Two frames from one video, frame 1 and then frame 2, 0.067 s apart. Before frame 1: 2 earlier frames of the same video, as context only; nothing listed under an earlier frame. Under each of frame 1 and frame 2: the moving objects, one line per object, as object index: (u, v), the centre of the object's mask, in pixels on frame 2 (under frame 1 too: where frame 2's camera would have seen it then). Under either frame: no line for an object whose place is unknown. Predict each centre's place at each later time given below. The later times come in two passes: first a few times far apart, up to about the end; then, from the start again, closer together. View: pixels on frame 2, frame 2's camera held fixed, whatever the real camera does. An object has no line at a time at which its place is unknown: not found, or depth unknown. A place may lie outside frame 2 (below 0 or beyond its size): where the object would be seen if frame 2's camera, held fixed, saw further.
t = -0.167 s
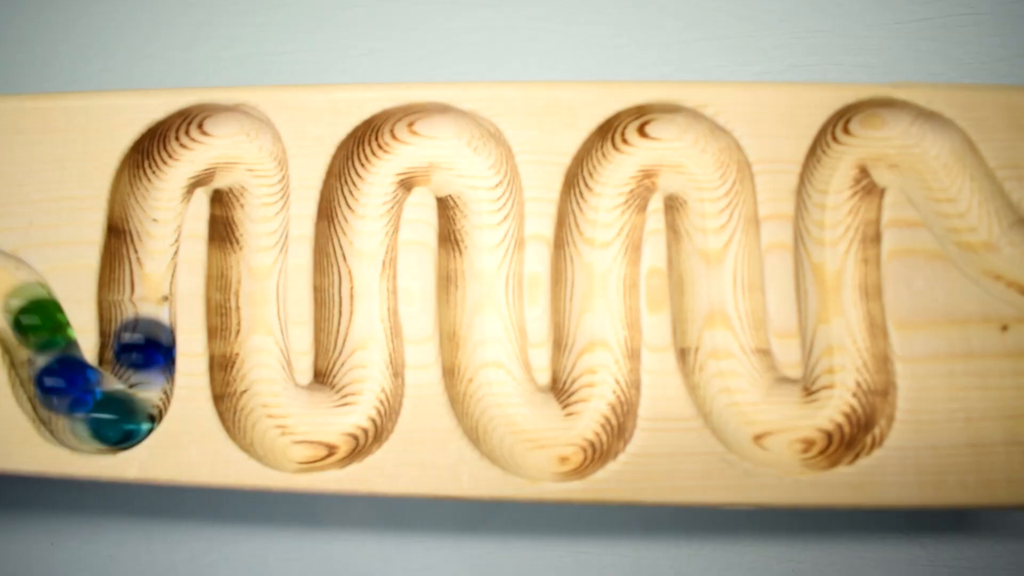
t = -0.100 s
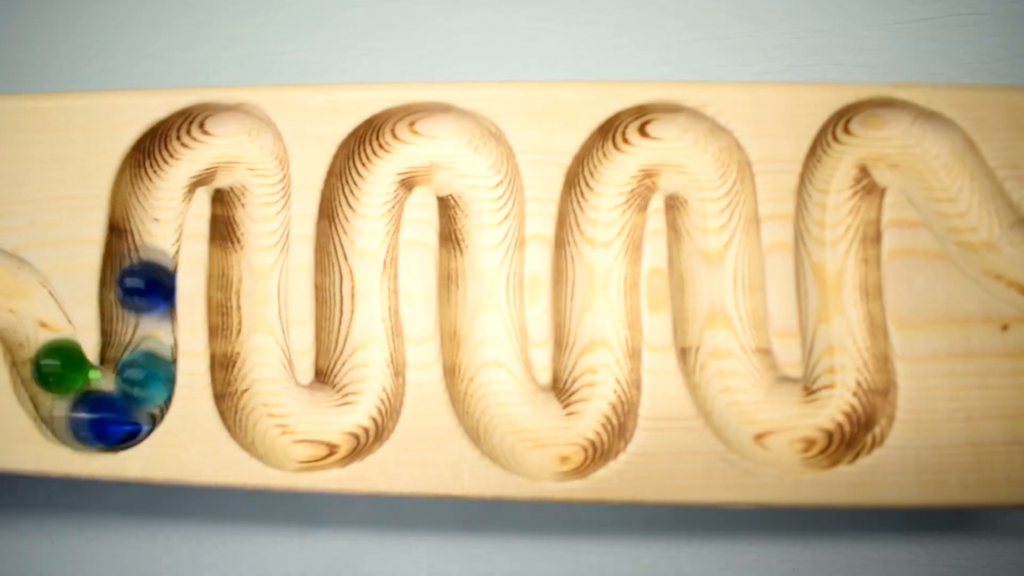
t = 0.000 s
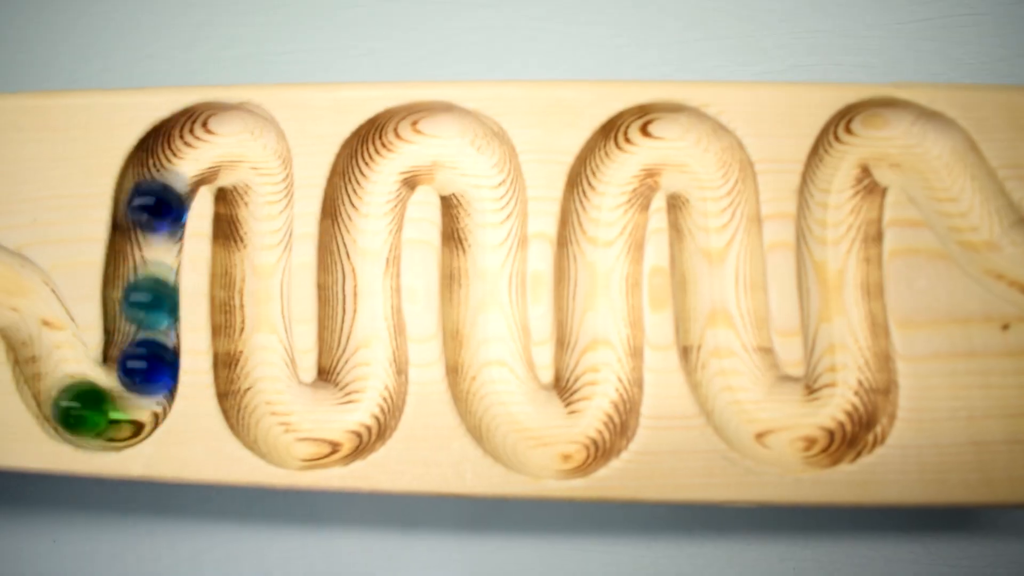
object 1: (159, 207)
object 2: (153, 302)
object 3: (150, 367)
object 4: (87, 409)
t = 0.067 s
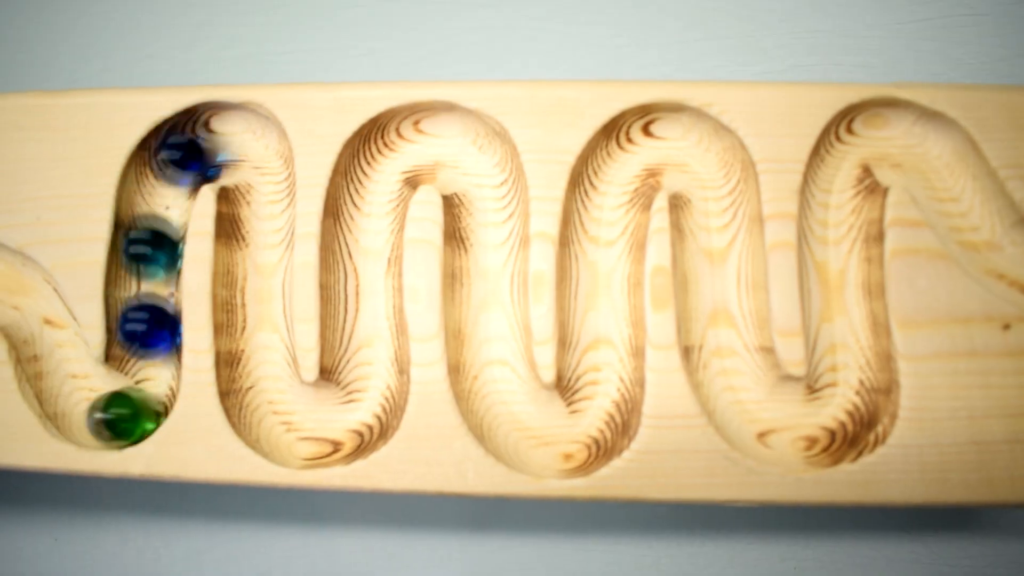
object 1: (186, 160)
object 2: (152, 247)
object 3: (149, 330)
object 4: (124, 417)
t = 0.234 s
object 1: (268, 199)
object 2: (216, 131)
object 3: (153, 238)
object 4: (154, 311)
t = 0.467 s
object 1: (272, 396)
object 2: (261, 292)
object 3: (225, 134)
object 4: (168, 189)
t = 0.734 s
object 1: (370, 300)
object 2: (367, 412)
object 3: (261, 350)
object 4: (268, 175)
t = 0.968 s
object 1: (417, 137)
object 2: (372, 218)
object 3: (373, 381)
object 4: (269, 380)
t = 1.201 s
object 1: (491, 294)
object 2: (494, 180)
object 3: (383, 175)
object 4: (374, 350)
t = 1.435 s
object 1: (596, 427)
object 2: (502, 410)
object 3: (495, 225)
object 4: (388, 159)
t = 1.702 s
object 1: (617, 187)
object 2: (605, 286)
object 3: (535, 442)
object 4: (492, 301)
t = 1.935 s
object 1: (726, 235)
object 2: (685, 137)
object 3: (602, 282)
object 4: (602, 417)
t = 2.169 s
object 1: (796, 431)
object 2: (737, 337)
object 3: (705, 153)
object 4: (614, 225)
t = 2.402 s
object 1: (841, 253)
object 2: (859, 377)
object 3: (736, 349)
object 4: (725, 183)
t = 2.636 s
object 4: (749, 405)
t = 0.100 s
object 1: (208, 135)
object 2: (156, 225)
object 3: (151, 309)
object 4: (142, 406)
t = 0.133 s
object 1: (237, 135)
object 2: (162, 204)
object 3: (152, 290)
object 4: (151, 380)
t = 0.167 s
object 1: (256, 147)
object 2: (171, 184)
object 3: (151, 274)
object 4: (152, 357)
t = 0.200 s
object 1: (267, 169)
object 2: (189, 156)
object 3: (150, 255)
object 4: (153, 335)
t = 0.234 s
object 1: (268, 199)
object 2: (216, 131)
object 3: (153, 238)
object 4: (154, 311)
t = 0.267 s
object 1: (266, 225)
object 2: (238, 135)
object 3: (158, 222)
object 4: (152, 288)
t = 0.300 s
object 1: (262, 251)
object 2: (261, 149)
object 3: (163, 208)
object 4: (153, 267)
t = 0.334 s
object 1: (260, 283)
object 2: (267, 170)
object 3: (167, 186)
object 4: (154, 246)
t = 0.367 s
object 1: (260, 310)
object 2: (267, 204)
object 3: (170, 172)
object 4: (157, 229)
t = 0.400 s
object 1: (260, 337)
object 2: (267, 232)
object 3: (179, 152)
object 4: (161, 210)
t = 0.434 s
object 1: (265, 370)
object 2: (263, 258)
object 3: (200, 142)
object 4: (165, 199)
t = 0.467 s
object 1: (272, 396)
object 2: (261, 292)
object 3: (225, 134)
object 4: (168, 189)
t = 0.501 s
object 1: (285, 428)
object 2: (260, 324)
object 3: (253, 144)
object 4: (171, 179)
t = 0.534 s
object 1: (310, 437)
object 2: (262, 346)
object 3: (266, 163)
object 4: (179, 166)
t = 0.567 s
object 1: (339, 431)
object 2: (266, 381)
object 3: (267, 196)
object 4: (185, 153)
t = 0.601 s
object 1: (363, 416)
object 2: (275, 419)
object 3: (266, 221)
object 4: (203, 140)
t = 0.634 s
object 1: (372, 390)
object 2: (293, 436)
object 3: (263, 255)
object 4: (225, 134)
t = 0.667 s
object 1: (373, 355)
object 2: (320, 435)
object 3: (262, 284)
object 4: (249, 140)
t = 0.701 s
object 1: (371, 329)
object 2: (351, 427)
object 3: (261, 315)
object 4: (265, 157)
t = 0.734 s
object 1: (370, 300)
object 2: (367, 412)
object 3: (261, 350)
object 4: (268, 175)
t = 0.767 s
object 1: (368, 272)
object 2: (374, 378)
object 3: (262, 386)
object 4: (268, 207)
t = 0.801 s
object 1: (369, 247)
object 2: (373, 352)
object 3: (268, 413)
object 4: (265, 238)
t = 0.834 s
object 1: (373, 220)
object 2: (370, 326)
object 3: (290, 430)
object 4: (264, 260)
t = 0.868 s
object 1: (376, 200)
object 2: (370, 296)
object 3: (323, 437)
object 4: (262, 292)
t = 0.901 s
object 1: (381, 171)
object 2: (371, 271)
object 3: (347, 429)
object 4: (264, 325)
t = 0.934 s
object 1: (391, 145)
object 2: (371, 245)
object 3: (370, 406)
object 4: (265, 346)
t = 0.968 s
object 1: (417, 137)
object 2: (372, 218)
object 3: (373, 381)
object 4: (269, 380)
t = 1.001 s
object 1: (442, 135)
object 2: (377, 195)
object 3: (371, 345)
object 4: (275, 413)
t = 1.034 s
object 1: (464, 143)
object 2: (383, 170)
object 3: (366, 317)
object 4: (290, 435)
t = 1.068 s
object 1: (489, 170)
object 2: (398, 142)
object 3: (365, 291)
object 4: (318, 436)
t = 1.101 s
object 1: (495, 199)
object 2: (423, 135)
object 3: (366, 257)
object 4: (349, 428)
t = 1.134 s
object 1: (497, 226)
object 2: (452, 139)
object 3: (371, 230)
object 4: (365, 414)
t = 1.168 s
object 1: (495, 264)
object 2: (478, 154)
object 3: (377, 205)
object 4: (374, 380)
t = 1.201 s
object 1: (491, 294)
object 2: (494, 180)
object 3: (383, 175)
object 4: (374, 350)
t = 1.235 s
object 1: (490, 324)
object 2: (497, 205)
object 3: (393, 147)
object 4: (371, 323)
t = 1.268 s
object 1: (491, 362)
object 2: (497, 243)
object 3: (415, 146)
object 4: (367, 290)
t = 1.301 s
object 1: (499, 392)
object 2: (495, 282)
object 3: (445, 142)
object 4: (367, 259)
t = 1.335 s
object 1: (509, 421)
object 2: (495, 305)
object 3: (473, 152)
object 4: (368, 238)
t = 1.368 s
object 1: (538, 442)
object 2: (497, 345)
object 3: (492, 174)
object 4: (372, 207)
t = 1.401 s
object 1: (572, 446)
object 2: (498, 378)
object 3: (497, 194)
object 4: (378, 184)
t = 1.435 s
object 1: (596, 427)
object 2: (502, 410)
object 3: (495, 225)
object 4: (388, 159)
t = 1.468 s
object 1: (611, 395)
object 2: (524, 438)
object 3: (495, 251)
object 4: (411, 136)
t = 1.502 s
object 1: (610, 357)
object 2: (556, 447)
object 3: (495, 279)
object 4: (440, 136)
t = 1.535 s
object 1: (606, 336)
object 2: (585, 440)
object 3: (493, 311)
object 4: (466, 144)
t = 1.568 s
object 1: (602, 301)
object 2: (608, 408)
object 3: (493, 345)
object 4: (487, 166)
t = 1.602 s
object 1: (602, 269)
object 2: (612, 372)
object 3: (494, 366)
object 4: (497, 193)
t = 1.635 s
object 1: (606, 240)
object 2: (610, 351)
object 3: (500, 400)
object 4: (497, 222)
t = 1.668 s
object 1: (610, 213)
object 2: (605, 317)
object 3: (512, 428)
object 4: (494, 264)
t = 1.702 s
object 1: (617, 187)
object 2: (605, 286)
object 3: (535, 442)
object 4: (492, 301)
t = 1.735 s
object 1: (628, 154)
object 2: (608, 264)
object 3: (571, 447)
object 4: (493, 325)
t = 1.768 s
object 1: (648, 137)
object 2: (614, 231)
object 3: (594, 434)
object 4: (497, 365)
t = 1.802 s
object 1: (677, 136)
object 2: (616, 206)
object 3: (610, 402)
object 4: (501, 399)
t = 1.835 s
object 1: (702, 150)
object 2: (618, 178)
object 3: (612, 372)
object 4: (512, 428)
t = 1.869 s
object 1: (722, 177)
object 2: (629, 147)
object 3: (606, 345)
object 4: (546, 445)
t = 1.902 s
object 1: (727, 208)
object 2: (655, 136)
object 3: (603, 310)
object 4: (582, 441)
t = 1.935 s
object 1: (726, 235)
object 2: (685, 137)
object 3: (602, 282)
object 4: (602, 417)
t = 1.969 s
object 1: (730, 273)
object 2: (711, 156)
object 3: (605, 248)
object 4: (611, 387)
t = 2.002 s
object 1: (730, 303)
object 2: (724, 185)
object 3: (611, 223)
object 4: (609, 353)
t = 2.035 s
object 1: (731, 332)
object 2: (727, 208)
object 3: (618, 196)
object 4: (604, 333)
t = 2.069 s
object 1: (736, 372)
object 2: (729, 243)
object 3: (626, 171)
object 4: (600, 303)
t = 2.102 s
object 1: (743, 403)
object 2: (729, 278)
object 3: (644, 140)
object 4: (601, 273)
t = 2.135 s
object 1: (765, 428)
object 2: (732, 300)
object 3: (674, 141)
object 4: (605, 249)
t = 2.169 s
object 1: (796, 431)
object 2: (737, 337)
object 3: (705, 153)
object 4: (614, 225)
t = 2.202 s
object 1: (830, 432)
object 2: (739, 375)
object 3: (720, 173)
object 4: (620, 194)
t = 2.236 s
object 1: (857, 405)
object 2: (743, 407)
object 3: (724, 200)
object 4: (623, 175)
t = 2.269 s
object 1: (860, 376)
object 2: (760, 427)
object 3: (726, 232)
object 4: (631, 146)
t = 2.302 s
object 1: (854, 339)
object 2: (793, 431)
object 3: (728, 259)
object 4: (656, 136)
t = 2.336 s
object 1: (848, 316)
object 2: (821, 428)
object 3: (731, 288)
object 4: (683, 139)
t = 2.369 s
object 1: (843, 285)
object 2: (854, 412)
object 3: (732, 323)
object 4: (708, 154)
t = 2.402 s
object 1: (841, 253)
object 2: (859, 377)
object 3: (736, 349)
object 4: (725, 183)
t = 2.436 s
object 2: (856, 351)
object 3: (744, 379)
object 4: (725, 212)
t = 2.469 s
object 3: (755, 418)
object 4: (726, 239)
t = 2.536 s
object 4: (731, 298)
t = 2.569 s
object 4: (734, 336)
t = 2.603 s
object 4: (740, 374)
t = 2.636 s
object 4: (749, 405)
